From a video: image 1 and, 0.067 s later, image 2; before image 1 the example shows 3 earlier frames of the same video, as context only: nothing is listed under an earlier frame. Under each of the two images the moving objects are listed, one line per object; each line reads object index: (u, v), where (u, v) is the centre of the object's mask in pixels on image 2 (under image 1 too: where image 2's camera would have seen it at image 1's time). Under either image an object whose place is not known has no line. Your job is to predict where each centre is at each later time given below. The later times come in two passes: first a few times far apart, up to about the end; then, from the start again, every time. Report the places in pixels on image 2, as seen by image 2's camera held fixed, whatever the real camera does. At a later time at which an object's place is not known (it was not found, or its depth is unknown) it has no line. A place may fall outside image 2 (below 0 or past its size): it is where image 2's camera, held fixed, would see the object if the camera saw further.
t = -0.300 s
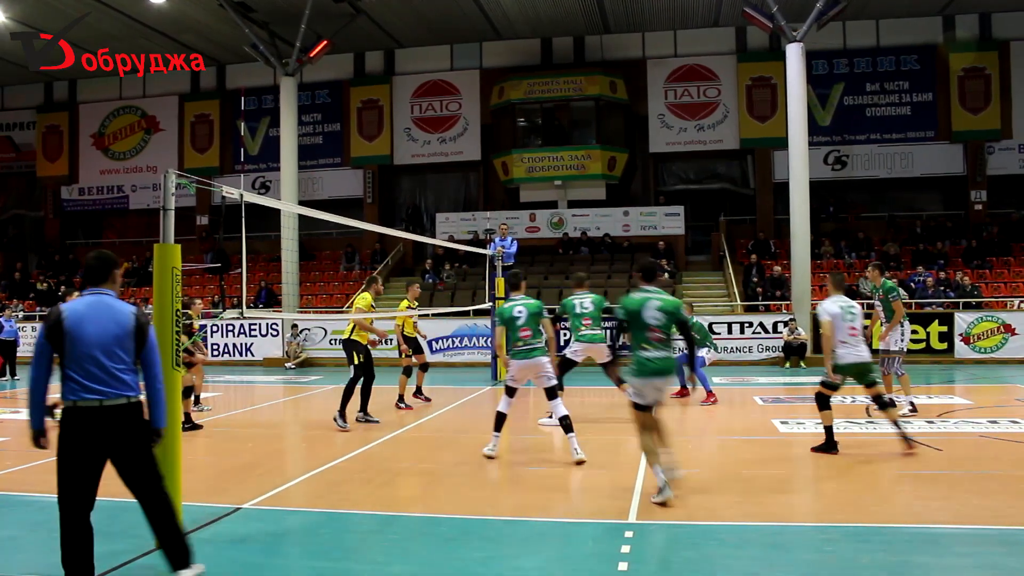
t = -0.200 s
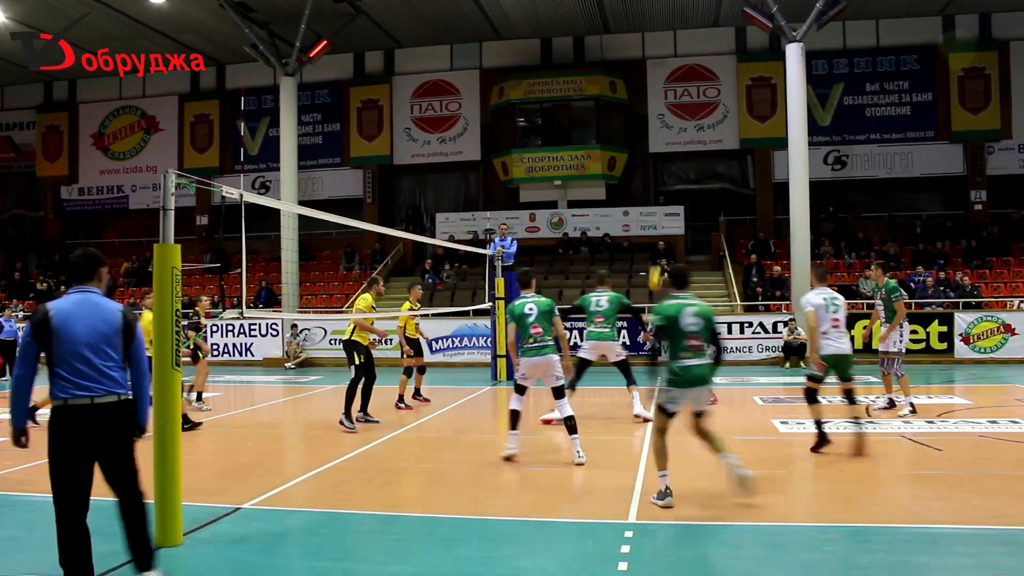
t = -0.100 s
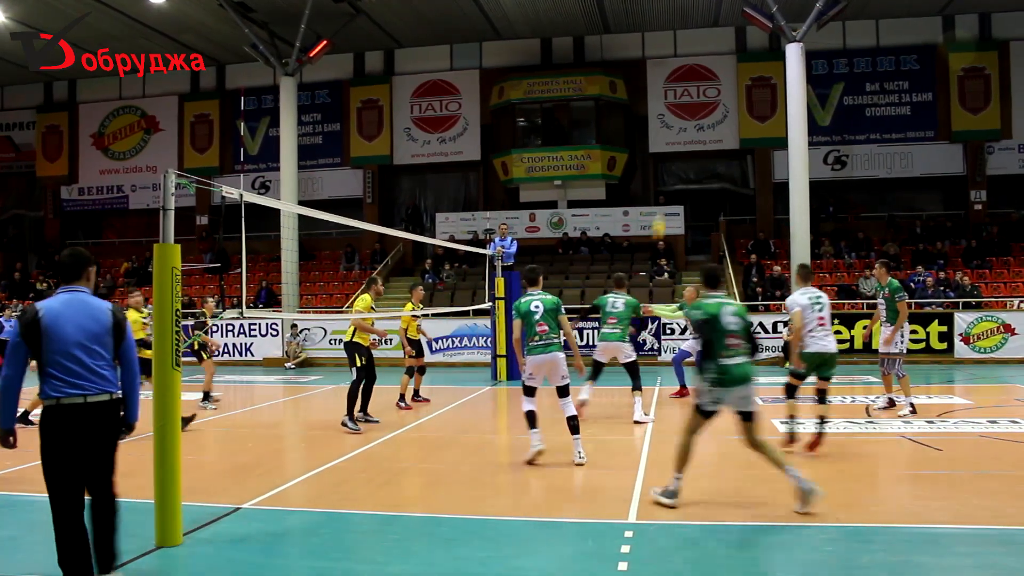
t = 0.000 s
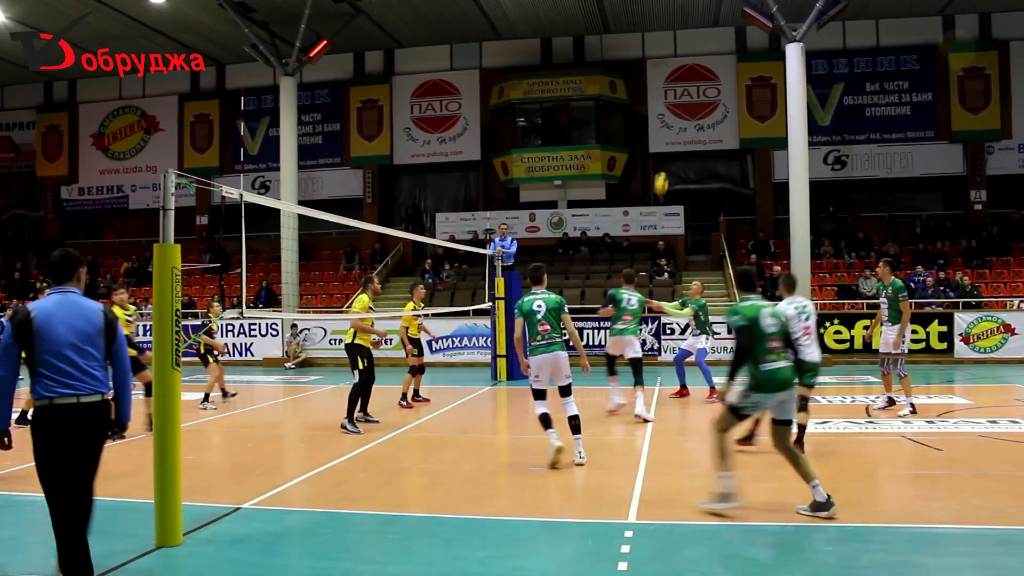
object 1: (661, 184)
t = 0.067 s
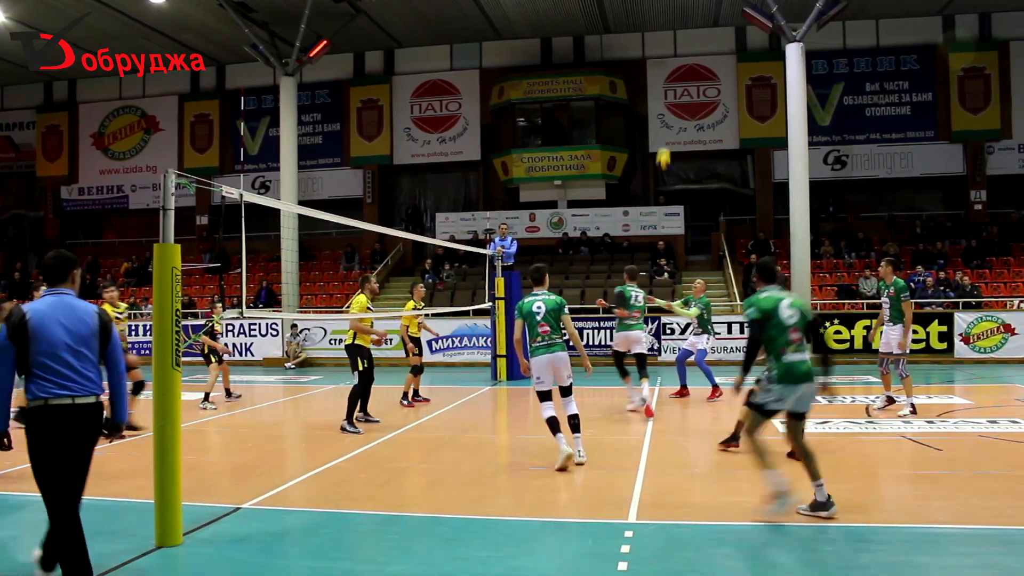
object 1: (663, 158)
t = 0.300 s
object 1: (672, 90)
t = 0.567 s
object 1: (686, 56)
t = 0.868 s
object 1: (705, 73)
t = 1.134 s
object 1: (722, 145)
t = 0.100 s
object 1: (665, 146)
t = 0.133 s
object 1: (666, 135)
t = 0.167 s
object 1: (667, 125)
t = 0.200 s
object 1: (668, 115)
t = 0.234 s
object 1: (670, 106)
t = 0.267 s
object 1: (671, 98)
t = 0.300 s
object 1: (672, 90)
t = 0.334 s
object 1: (674, 83)
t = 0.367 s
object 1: (676, 77)
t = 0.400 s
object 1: (677, 72)
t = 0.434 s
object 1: (679, 67)
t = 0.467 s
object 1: (681, 63)
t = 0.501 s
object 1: (683, 60)
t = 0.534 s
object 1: (685, 57)
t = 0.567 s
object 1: (686, 56)
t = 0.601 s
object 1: (688, 55)
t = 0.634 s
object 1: (690, 54)
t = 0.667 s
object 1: (692, 55)
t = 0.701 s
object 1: (694, 56)
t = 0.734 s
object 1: (696, 58)
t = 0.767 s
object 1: (698, 61)
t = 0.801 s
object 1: (700, 65)
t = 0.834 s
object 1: (702, 69)
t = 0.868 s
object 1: (705, 73)
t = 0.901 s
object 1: (707, 79)
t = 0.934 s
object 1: (709, 87)
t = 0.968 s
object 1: (711, 94)
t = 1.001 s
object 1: (713, 103)
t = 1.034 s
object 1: (716, 112)
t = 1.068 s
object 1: (718, 122)
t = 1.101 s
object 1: (720, 133)
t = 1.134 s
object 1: (722, 145)
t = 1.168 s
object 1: (724, 158)
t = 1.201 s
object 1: (726, 172)
